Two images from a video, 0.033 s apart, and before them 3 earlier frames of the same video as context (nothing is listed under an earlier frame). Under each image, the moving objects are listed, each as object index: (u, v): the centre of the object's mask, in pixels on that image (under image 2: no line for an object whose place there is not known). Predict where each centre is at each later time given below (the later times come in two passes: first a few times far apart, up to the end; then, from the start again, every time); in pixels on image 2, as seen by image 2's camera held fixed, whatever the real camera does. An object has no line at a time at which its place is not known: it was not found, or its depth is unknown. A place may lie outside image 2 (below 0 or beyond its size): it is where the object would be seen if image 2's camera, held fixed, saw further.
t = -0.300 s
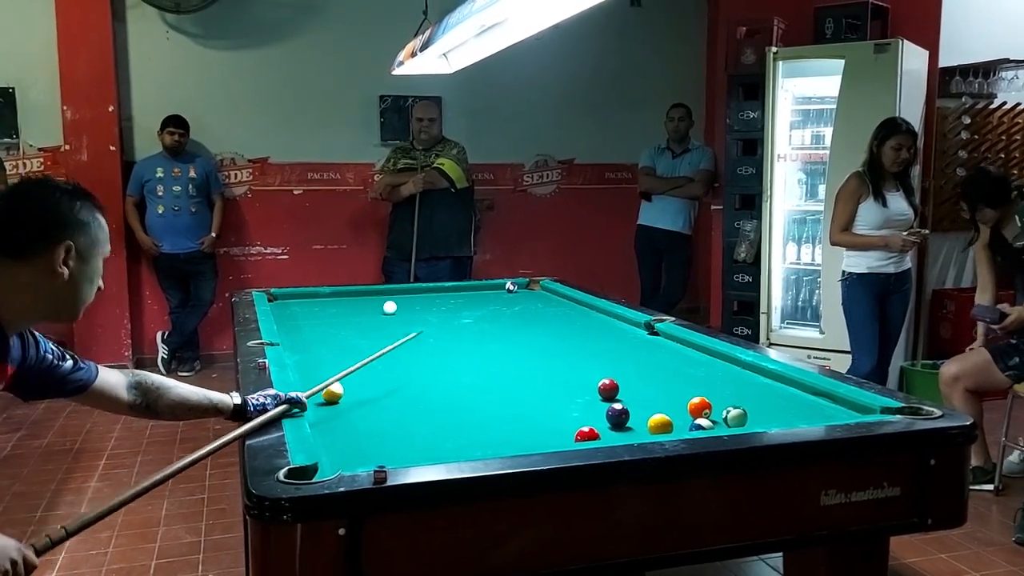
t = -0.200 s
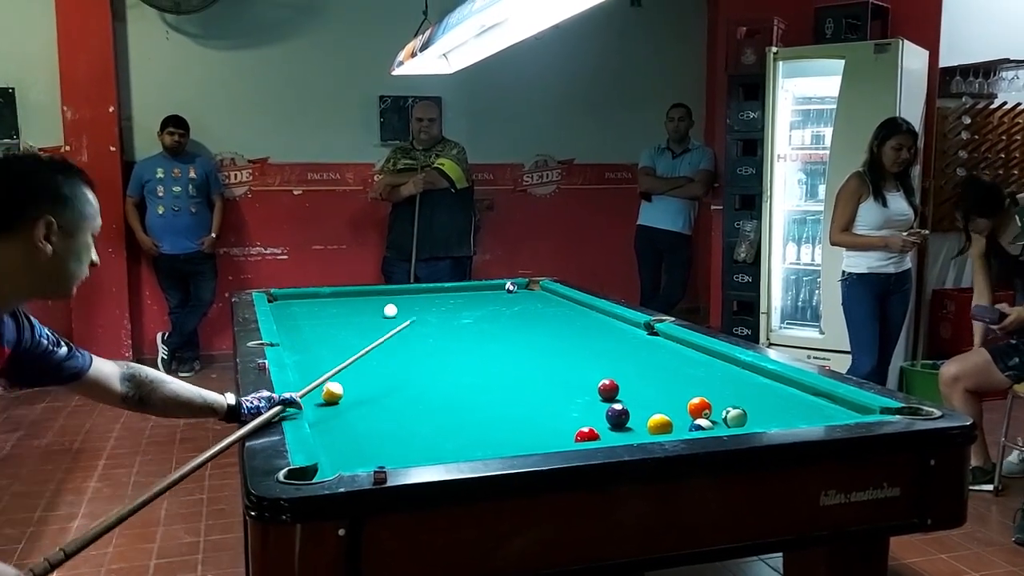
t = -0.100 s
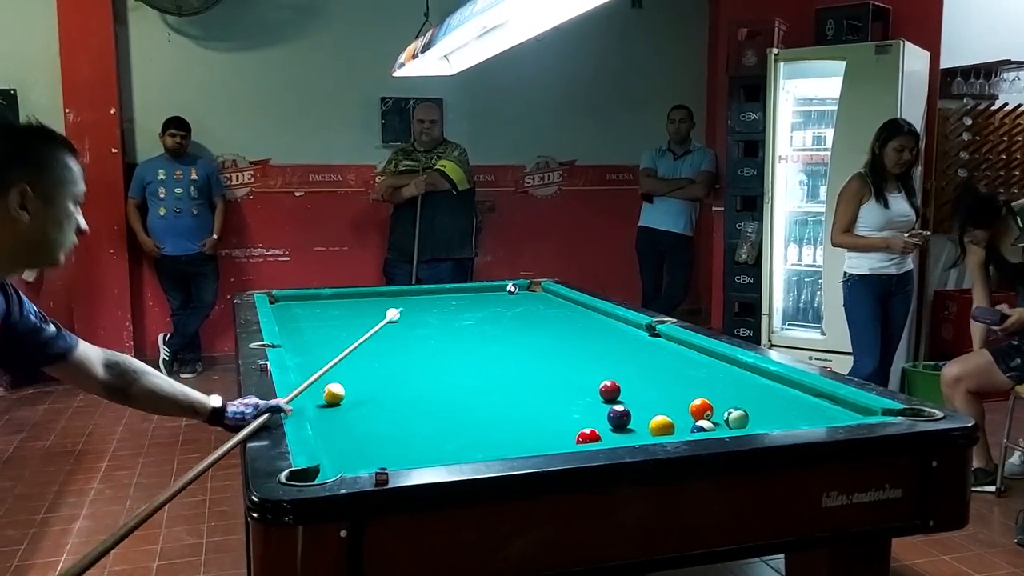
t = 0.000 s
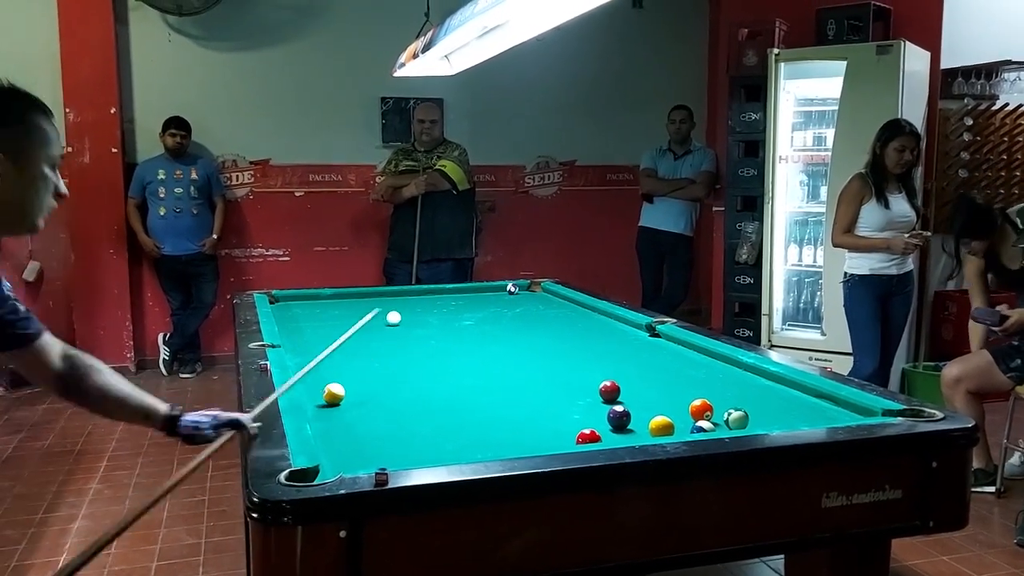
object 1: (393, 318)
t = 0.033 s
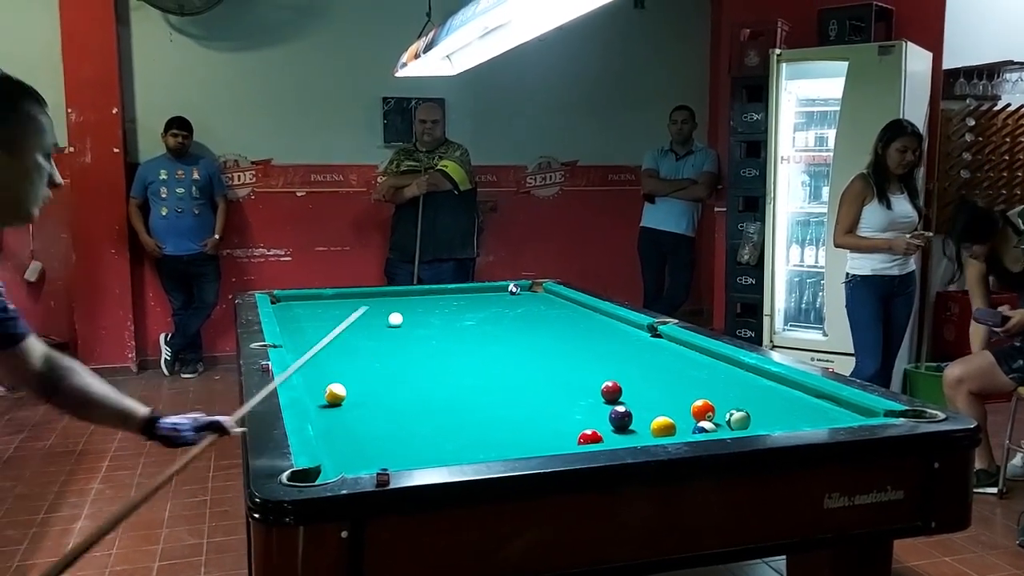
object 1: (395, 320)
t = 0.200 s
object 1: (397, 325)
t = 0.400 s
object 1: (399, 332)
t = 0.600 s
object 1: (402, 338)
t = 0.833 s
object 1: (406, 346)
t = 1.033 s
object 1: (411, 354)
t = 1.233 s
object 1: (415, 362)
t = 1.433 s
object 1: (420, 369)
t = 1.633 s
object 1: (427, 377)
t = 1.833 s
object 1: (433, 385)
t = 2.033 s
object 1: (439, 394)
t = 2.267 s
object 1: (446, 403)
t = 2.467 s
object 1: (452, 412)
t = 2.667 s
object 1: (458, 421)
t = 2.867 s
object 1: (465, 430)
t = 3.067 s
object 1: (472, 438)
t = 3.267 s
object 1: (479, 444)
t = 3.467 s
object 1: (487, 447)
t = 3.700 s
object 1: (490, 448)
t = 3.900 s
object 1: (489, 446)
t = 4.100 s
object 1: (486, 445)
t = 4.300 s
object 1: (485, 443)
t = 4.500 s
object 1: (483, 442)
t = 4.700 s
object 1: (482, 442)
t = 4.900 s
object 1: (482, 441)
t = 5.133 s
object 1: (483, 441)
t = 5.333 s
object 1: (483, 441)
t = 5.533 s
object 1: (484, 441)
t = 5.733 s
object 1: (483, 441)
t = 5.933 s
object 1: (483, 441)
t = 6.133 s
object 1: (482, 441)
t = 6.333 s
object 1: (482, 441)
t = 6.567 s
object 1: (482, 440)
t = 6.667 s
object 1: (483, 441)
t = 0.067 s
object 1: (395, 321)
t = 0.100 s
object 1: (396, 322)
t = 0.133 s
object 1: (396, 322)
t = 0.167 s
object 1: (396, 324)
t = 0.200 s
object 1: (397, 325)
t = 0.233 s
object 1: (397, 326)
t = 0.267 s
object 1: (398, 327)
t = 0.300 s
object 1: (398, 328)
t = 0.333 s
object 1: (398, 329)
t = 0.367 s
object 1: (399, 330)
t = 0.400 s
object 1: (399, 332)
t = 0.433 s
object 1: (400, 332)
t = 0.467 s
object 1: (400, 334)
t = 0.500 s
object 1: (401, 334)
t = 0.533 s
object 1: (401, 336)
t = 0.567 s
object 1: (402, 337)
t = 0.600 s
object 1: (402, 338)
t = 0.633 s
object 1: (403, 339)
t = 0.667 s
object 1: (403, 340)
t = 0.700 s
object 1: (404, 342)
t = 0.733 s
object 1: (405, 343)
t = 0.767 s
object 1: (405, 344)
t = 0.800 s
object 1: (406, 345)
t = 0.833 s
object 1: (406, 346)
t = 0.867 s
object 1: (407, 348)
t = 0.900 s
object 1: (408, 349)
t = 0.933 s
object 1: (408, 350)
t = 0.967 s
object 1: (409, 352)
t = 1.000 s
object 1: (410, 353)
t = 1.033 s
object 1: (411, 354)
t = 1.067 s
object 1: (411, 355)
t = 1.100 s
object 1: (412, 357)
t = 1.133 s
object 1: (413, 358)
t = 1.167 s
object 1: (414, 359)
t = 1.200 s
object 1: (414, 360)
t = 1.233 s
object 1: (415, 362)
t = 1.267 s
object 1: (416, 363)
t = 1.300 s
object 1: (417, 364)
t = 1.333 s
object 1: (418, 365)
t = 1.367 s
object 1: (418, 366)
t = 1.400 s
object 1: (419, 368)
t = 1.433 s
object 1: (420, 369)
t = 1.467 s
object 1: (421, 370)
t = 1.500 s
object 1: (422, 372)
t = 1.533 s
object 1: (423, 373)
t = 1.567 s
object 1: (424, 374)
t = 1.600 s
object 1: (425, 376)
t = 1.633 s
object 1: (427, 377)
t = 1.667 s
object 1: (428, 378)
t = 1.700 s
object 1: (428, 380)
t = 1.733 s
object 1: (430, 381)
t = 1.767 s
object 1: (430, 383)
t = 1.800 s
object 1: (432, 384)
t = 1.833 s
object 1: (433, 385)
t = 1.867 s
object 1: (434, 386)
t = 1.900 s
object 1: (435, 388)
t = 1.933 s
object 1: (436, 390)
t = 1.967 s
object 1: (437, 391)
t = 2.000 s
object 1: (438, 392)
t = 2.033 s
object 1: (439, 394)
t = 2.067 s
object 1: (440, 395)
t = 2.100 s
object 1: (440, 397)
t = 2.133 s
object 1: (441, 398)
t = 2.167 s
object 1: (443, 399)
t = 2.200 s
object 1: (444, 401)
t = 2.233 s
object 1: (445, 402)
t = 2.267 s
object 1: (446, 403)
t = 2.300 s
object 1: (447, 405)
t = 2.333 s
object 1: (448, 406)
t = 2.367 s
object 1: (449, 408)
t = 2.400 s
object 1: (450, 409)
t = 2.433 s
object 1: (451, 411)
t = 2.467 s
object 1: (452, 412)
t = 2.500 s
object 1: (453, 414)
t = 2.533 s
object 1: (454, 415)
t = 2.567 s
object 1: (455, 417)
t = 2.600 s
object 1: (456, 418)
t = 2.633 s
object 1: (457, 420)
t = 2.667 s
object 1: (458, 421)
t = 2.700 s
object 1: (459, 423)
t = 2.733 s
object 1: (460, 424)
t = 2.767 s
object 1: (462, 425)
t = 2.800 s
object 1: (463, 427)
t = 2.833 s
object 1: (463, 429)
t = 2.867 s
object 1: (465, 430)
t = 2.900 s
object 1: (466, 431)
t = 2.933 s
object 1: (467, 433)
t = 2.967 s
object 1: (469, 434)
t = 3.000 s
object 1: (469, 436)
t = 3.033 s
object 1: (470, 437)
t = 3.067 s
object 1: (472, 438)
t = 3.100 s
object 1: (473, 440)
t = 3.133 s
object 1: (475, 441)
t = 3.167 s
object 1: (476, 442)
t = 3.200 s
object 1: (477, 443)
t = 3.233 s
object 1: (478, 444)
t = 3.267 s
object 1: (479, 444)
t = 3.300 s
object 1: (481, 445)
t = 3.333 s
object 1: (482, 445)
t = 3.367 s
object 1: (483, 446)
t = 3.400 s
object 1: (484, 447)
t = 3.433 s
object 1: (485, 447)
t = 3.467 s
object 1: (487, 447)
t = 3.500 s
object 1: (489, 448)
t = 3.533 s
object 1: (490, 448)
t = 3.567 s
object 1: (491, 449)
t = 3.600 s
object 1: (491, 449)
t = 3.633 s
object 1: (491, 449)
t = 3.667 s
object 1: (491, 449)
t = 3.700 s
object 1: (490, 448)
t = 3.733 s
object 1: (490, 448)
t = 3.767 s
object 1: (490, 447)
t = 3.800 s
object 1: (489, 447)
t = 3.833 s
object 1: (489, 447)
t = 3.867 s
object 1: (489, 446)
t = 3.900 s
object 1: (489, 446)
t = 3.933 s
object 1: (488, 446)
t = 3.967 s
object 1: (488, 446)
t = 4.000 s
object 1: (487, 445)
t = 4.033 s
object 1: (487, 445)
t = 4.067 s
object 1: (487, 445)
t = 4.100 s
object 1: (486, 445)
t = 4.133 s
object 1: (486, 444)
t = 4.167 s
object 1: (486, 444)
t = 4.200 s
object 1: (485, 444)
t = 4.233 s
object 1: (485, 444)
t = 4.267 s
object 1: (485, 444)
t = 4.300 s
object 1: (485, 443)
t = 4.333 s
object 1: (484, 443)
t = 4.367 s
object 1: (484, 443)
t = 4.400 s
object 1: (484, 443)
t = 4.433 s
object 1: (484, 443)
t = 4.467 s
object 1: (484, 443)
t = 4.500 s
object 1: (483, 442)
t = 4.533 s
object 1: (483, 442)
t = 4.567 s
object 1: (483, 442)
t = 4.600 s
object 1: (483, 442)
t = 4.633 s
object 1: (483, 442)
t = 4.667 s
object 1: (482, 442)
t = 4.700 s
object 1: (482, 442)
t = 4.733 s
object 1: (482, 442)
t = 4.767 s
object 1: (482, 441)
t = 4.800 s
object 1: (482, 441)
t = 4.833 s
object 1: (482, 441)
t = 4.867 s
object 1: (482, 441)
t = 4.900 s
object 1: (482, 441)
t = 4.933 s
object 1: (482, 441)
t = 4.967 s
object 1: (482, 441)
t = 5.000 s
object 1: (483, 441)
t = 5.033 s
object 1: (482, 441)
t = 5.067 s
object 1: (482, 441)
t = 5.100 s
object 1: (483, 441)
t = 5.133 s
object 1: (483, 441)
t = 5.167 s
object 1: (483, 441)
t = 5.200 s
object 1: (483, 441)
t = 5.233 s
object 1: (483, 441)
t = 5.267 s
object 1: (484, 441)
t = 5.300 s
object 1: (483, 441)
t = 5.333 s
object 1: (483, 441)
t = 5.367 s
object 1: (483, 441)
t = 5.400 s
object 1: (484, 441)
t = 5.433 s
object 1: (484, 441)
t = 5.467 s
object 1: (484, 441)
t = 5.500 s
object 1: (484, 441)
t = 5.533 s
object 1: (484, 441)
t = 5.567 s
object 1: (484, 441)
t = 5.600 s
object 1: (483, 441)
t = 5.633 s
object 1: (483, 441)
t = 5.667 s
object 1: (484, 441)
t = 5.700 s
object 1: (483, 441)
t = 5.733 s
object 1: (483, 441)
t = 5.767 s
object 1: (483, 441)
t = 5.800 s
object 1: (483, 441)
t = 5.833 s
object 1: (483, 441)
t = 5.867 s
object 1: (483, 441)
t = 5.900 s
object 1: (483, 441)
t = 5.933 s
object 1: (483, 441)
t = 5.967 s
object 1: (483, 441)
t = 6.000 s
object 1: (482, 441)
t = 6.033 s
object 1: (482, 441)
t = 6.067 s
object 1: (483, 441)
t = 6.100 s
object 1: (482, 441)
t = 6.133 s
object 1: (482, 441)
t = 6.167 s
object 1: (482, 441)
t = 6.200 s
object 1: (482, 441)
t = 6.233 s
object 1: (482, 441)
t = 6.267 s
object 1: (482, 441)
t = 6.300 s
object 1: (482, 441)
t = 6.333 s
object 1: (482, 441)
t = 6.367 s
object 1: (482, 441)
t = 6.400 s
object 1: (482, 441)
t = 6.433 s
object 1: (482, 441)
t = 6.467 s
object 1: (482, 441)
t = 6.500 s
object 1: (483, 441)
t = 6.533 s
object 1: (482, 441)
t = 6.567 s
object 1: (482, 440)
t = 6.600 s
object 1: (482, 441)
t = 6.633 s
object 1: (482, 441)
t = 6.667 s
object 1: (483, 441)
